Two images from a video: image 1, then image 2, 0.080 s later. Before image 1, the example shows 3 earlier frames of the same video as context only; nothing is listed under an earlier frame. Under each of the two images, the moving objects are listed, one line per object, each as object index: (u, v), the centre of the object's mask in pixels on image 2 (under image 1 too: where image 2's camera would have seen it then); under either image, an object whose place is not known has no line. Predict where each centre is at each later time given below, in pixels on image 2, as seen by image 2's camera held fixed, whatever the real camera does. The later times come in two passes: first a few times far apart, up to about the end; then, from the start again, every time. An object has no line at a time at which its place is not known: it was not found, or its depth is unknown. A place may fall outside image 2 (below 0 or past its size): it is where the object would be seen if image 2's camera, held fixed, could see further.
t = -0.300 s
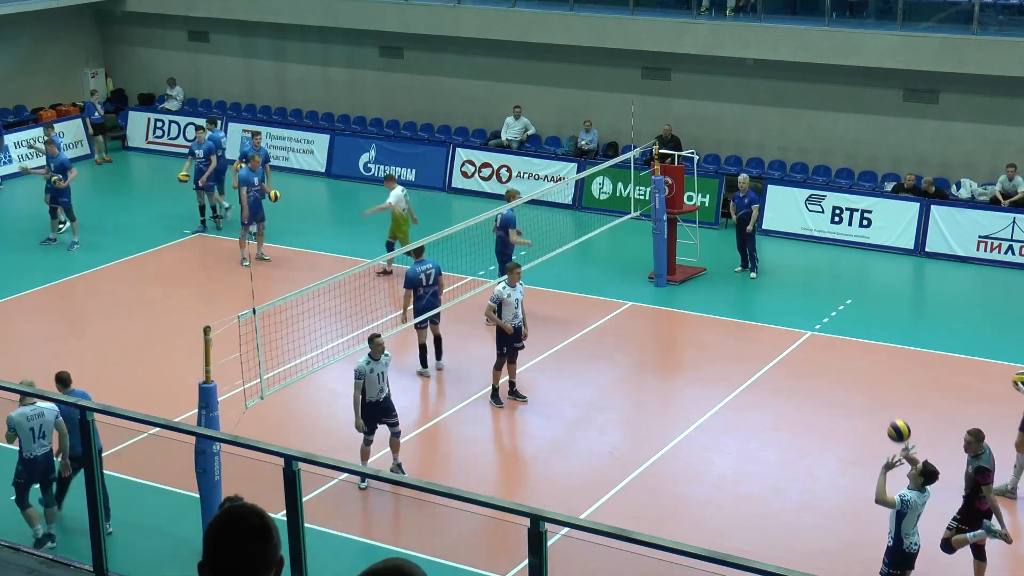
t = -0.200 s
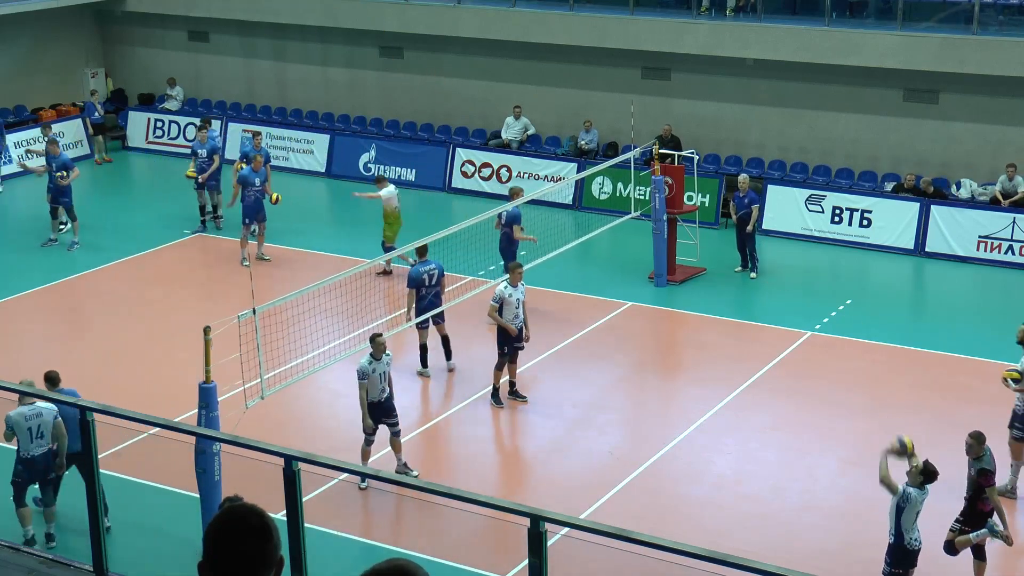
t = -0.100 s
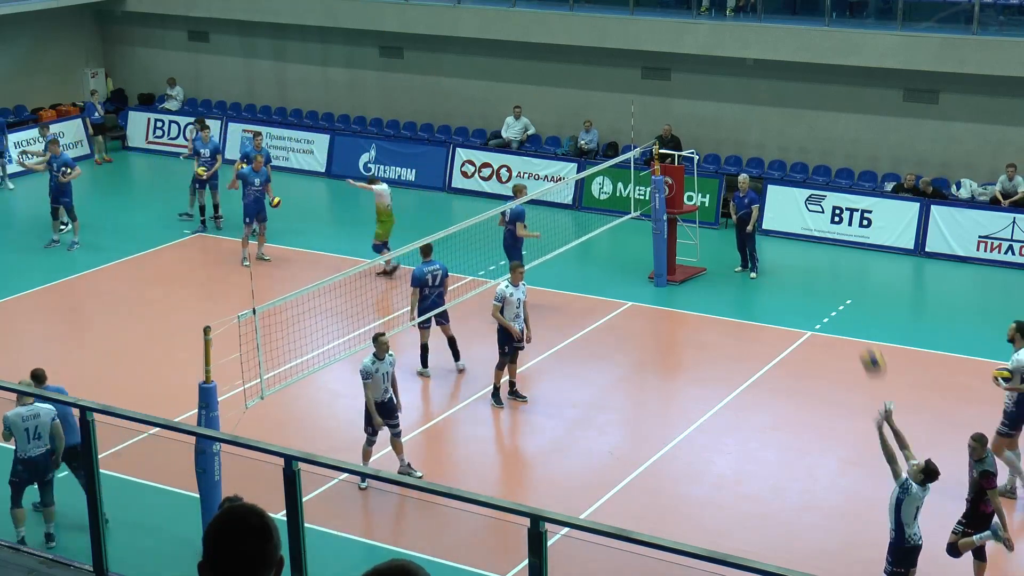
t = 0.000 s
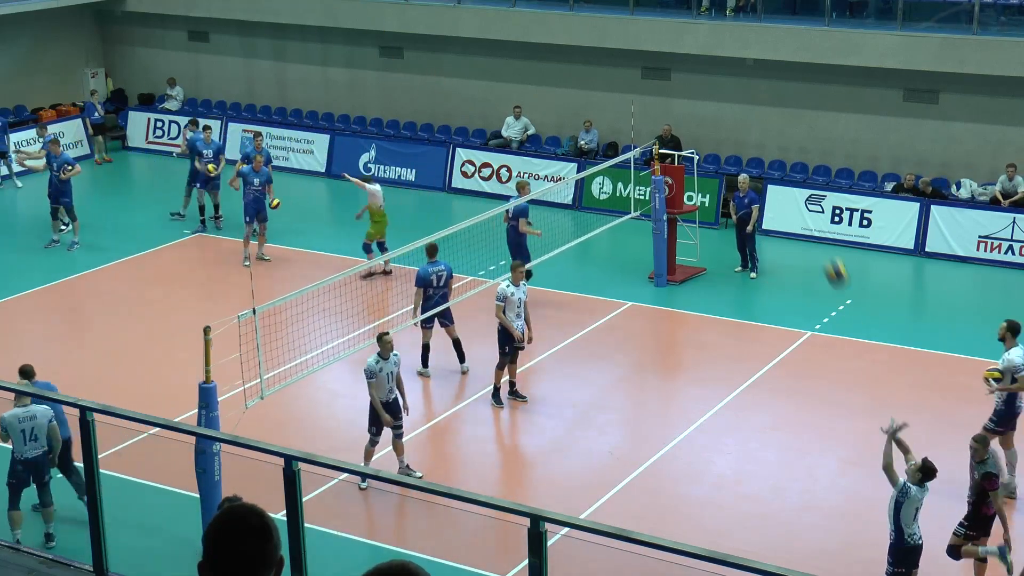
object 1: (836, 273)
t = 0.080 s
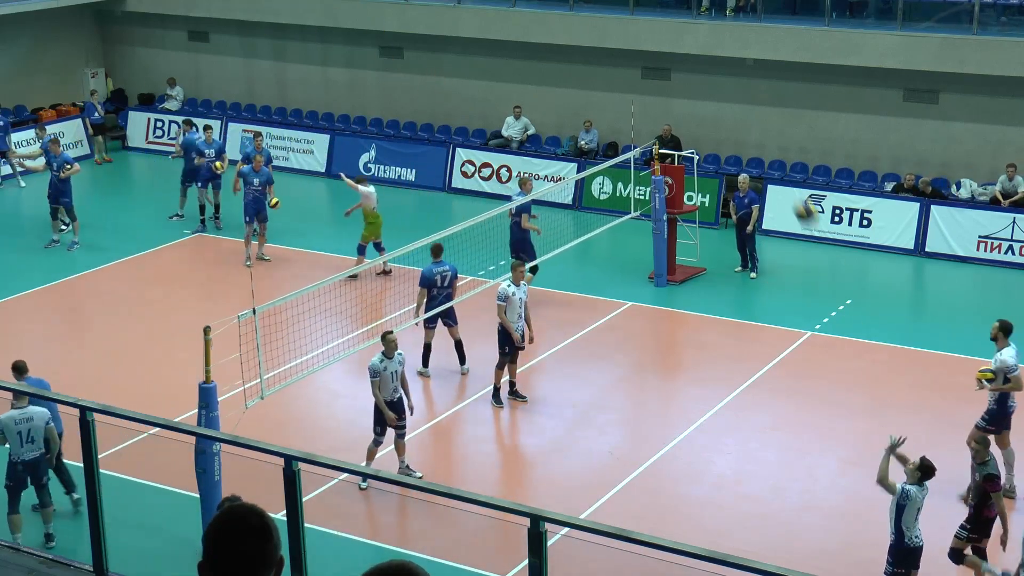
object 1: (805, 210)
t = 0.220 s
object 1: (754, 123)
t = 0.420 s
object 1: (682, 39)
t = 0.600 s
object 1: (624, 5)
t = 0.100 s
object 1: (797, 195)
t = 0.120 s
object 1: (790, 180)
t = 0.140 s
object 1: (784, 169)
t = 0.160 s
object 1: (776, 157)
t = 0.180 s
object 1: (768, 145)
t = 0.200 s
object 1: (761, 135)
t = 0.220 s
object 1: (754, 123)
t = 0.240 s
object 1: (746, 112)
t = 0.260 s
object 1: (738, 102)
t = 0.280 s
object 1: (732, 92)
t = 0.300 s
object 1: (725, 83)
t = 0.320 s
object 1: (718, 74)
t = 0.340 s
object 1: (711, 67)
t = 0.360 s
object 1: (704, 59)
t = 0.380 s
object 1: (697, 52)
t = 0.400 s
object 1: (689, 45)
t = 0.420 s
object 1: (682, 39)
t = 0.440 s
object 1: (675, 33)
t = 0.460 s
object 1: (668, 27)
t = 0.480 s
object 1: (661, 22)
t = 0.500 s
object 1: (654, 18)
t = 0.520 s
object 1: (649, 14)
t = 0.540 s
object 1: (642, 11)
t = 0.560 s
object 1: (636, 8)
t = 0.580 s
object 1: (629, 7)
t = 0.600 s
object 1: (624, 5)
